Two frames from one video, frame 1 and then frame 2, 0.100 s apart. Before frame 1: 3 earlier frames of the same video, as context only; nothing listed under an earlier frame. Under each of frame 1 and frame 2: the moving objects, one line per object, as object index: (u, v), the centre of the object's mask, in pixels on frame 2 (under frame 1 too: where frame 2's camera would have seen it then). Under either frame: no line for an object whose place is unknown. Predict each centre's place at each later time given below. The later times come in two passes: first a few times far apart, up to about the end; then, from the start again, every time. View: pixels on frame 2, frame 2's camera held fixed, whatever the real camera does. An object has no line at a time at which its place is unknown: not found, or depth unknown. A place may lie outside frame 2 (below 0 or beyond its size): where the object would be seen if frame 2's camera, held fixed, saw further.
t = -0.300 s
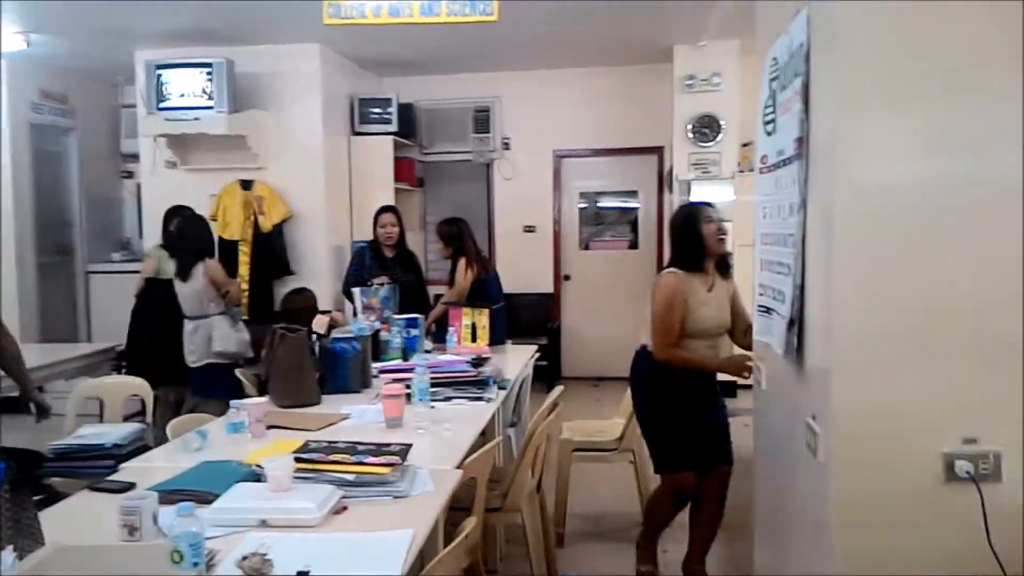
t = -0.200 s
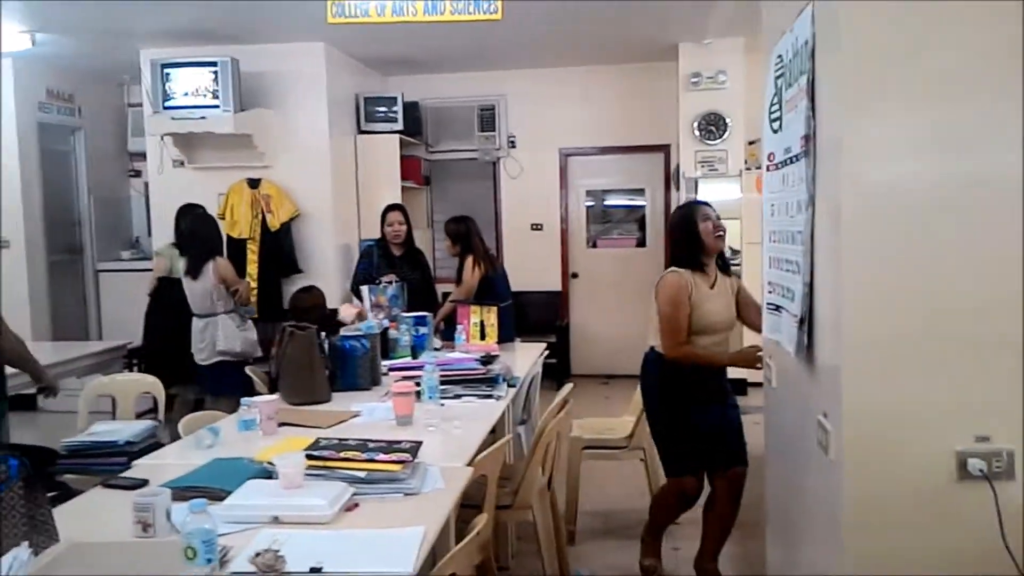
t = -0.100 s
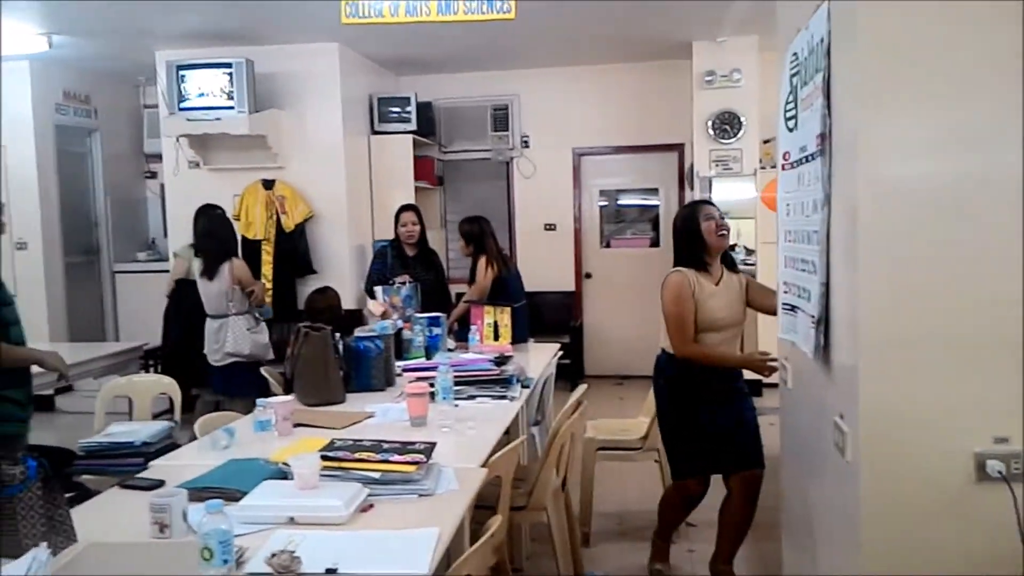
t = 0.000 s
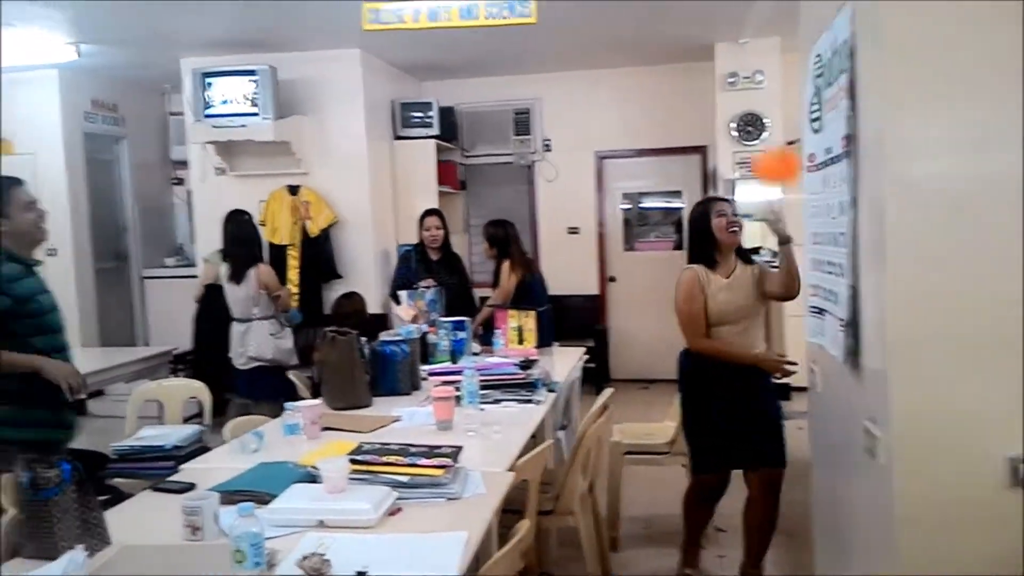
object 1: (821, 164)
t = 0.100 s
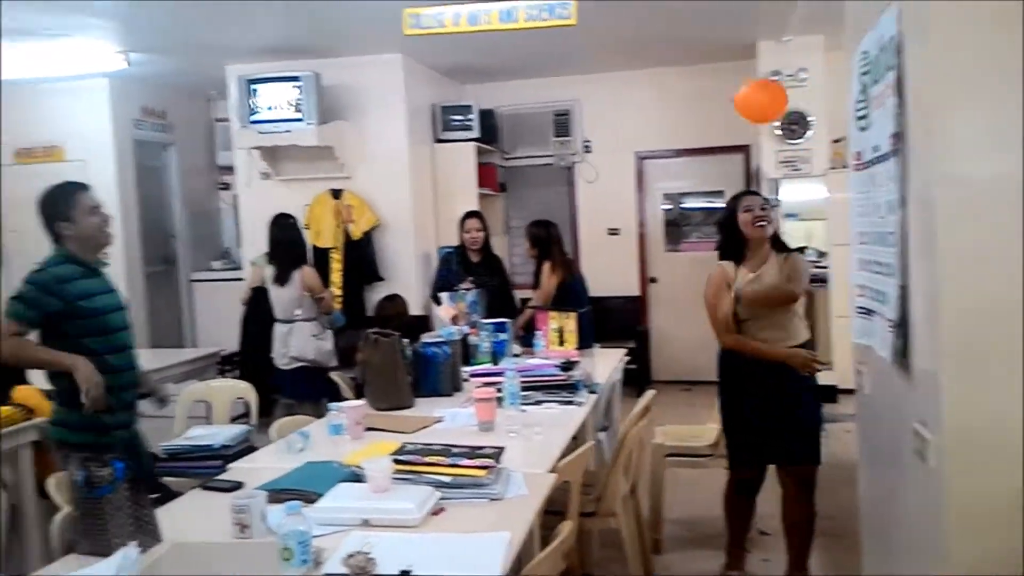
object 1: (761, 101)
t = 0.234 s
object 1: (716, 108)
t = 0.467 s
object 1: (688, 155)
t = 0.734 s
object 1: (671, 246)
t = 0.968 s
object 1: (678, 314)
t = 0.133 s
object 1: (745, 99)
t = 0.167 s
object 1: (732, 101)
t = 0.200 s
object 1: (723, 104)
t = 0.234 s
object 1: (716, 108)
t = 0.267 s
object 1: (710, 113)
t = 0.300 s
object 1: (705, 118)
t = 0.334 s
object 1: (701, 124)
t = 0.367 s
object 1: (697, 131)
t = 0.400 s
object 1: (694, 138)
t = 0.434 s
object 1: (691, 146)
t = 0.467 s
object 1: (688, 155)
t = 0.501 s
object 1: (685, 164)
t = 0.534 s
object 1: (682, 174)
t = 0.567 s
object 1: (680, 185)
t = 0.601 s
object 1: (678, 197)
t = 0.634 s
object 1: (676, 209)
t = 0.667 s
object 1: (674, 222)
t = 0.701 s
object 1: (672, 234)
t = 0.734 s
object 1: (671, 246)
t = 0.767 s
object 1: (670, 259)
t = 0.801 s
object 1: (670, 271)
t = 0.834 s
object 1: (671, 282)
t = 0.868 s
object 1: (672, 291)
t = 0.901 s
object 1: (674, 301)
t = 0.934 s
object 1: (676, 308)
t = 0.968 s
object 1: (678, 314)
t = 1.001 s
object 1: (681, 318)
